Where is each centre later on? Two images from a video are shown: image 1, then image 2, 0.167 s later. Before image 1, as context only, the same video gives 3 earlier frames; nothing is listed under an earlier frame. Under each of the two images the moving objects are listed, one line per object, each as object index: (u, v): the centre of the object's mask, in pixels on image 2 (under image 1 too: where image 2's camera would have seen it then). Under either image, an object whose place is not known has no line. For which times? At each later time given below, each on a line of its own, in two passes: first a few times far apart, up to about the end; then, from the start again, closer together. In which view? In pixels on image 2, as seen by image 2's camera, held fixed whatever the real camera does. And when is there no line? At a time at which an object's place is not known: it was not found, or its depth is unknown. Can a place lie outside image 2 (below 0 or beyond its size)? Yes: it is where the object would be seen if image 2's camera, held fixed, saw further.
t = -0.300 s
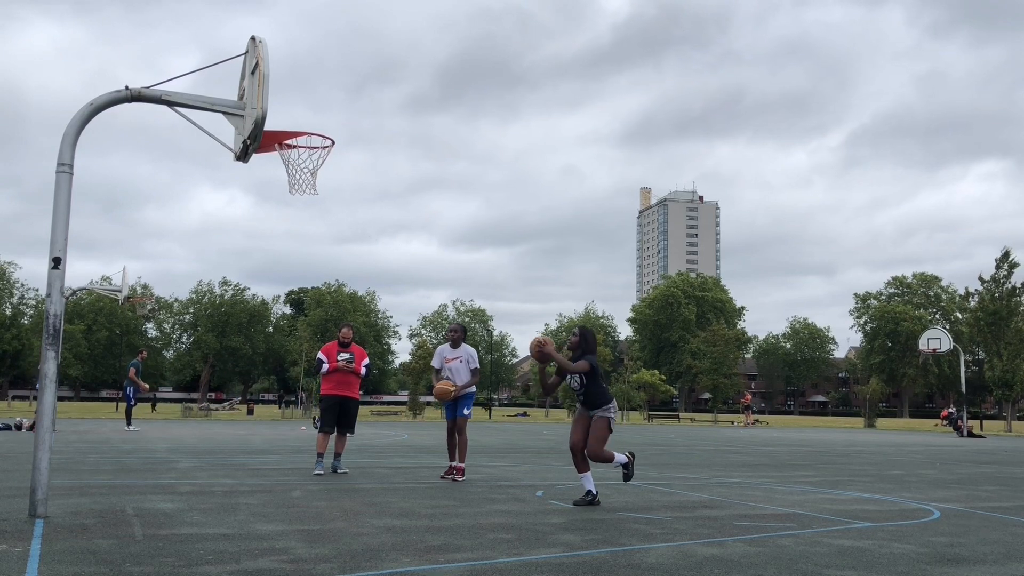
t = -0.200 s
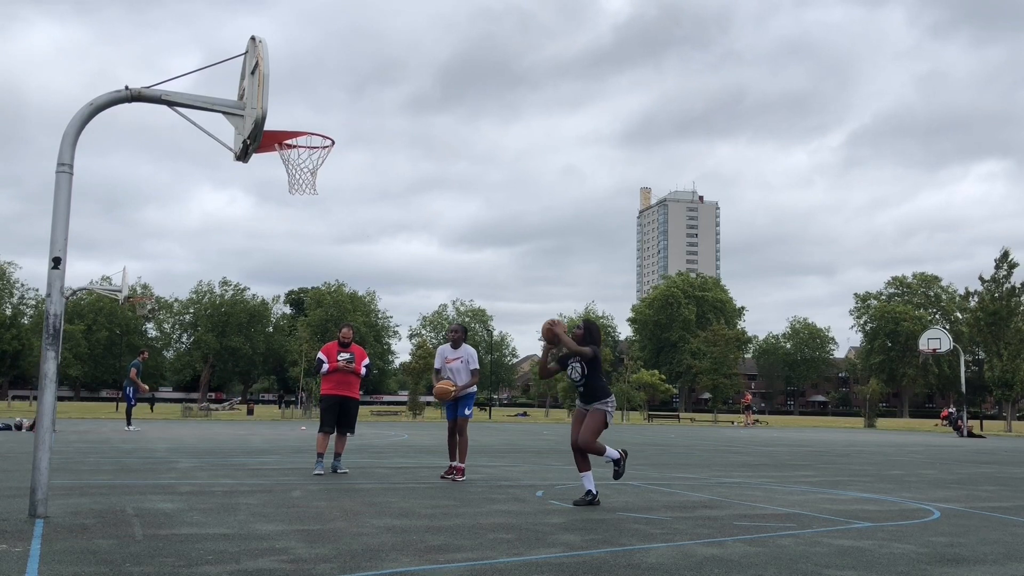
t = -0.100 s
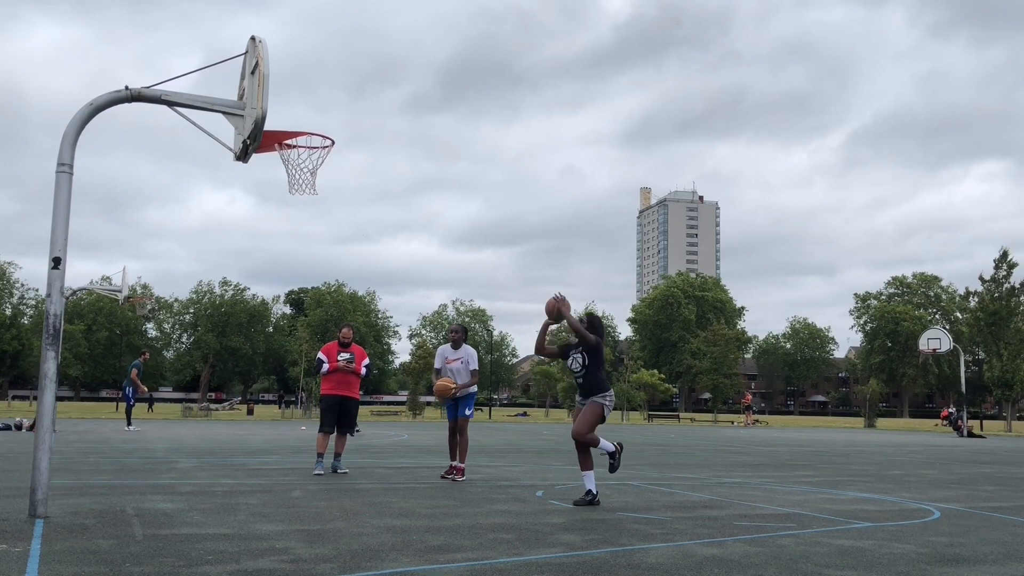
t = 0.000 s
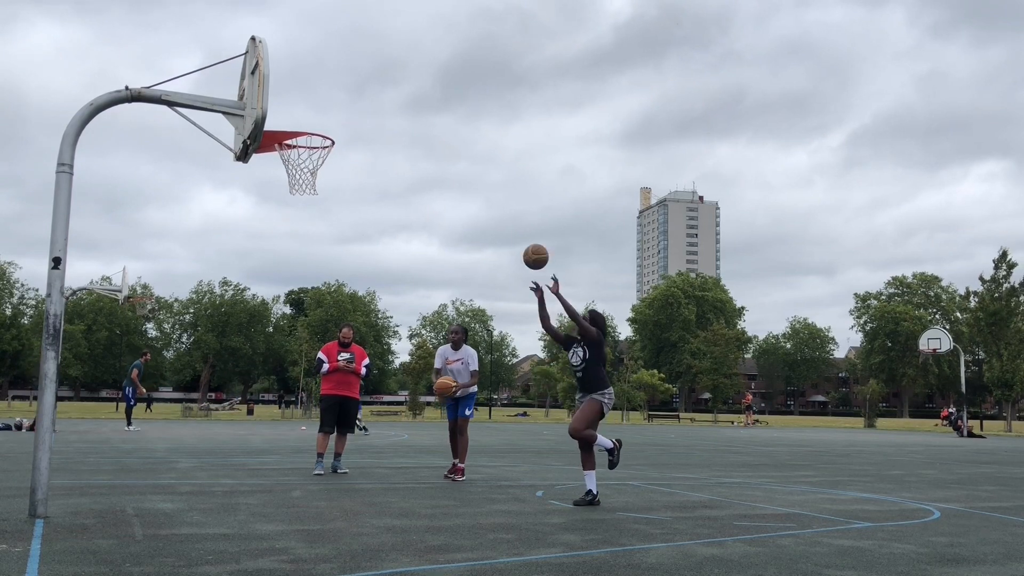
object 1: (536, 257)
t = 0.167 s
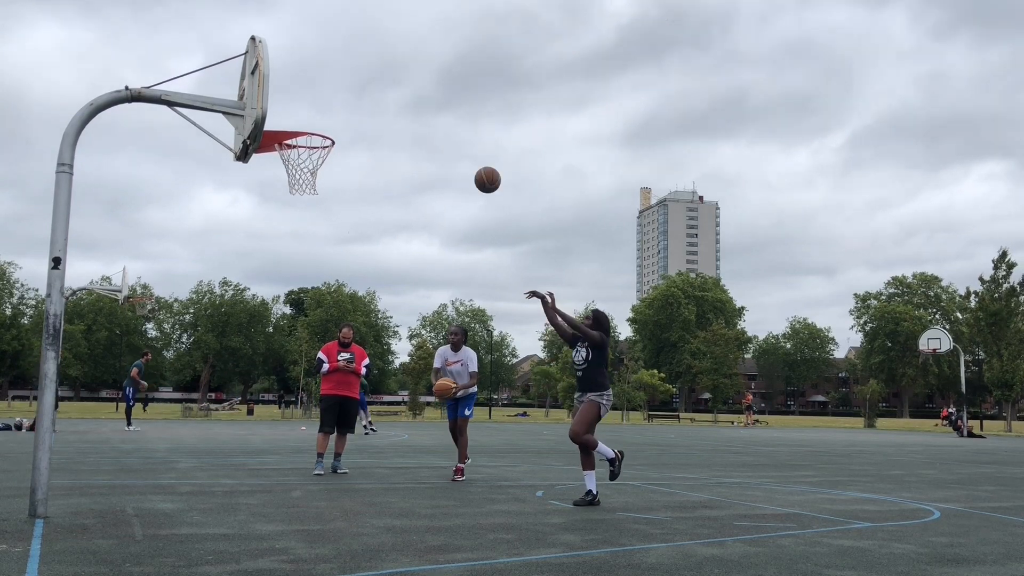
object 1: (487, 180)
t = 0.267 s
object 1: (457, 147)
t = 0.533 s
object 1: (371, 113)
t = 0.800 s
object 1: (276, 161)
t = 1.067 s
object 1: (233, 236)
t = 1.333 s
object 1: (185, 401)
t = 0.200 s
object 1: (478, 168)
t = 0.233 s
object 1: (468, 157)
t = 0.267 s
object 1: (457, 147)
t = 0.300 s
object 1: (447, 139)
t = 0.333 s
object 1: (437, 132)
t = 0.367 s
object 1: (426, 125)
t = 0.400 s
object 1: (415, 120)
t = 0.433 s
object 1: (405, 117)
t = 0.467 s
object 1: (394, 114)
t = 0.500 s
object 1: (383, 113)
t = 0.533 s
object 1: (371, 113)
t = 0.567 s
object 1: (360, 115)
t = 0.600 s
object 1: (349, 117)
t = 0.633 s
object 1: (337, 121)
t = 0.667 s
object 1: (325, 126)
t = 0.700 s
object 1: (313, 133)
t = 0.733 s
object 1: (302, 145)
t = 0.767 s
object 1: (288, 152)
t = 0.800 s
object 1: (276, 161)
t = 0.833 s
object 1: (268, 167)
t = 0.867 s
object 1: (264, 173)
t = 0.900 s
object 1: (259, 180)
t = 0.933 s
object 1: (254, 188)
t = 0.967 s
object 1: (249, 198)
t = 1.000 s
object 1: (243, 209)
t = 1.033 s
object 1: (238, 222)
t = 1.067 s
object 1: (233, 236)
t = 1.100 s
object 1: (227, 251)
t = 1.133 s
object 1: (221, 268)
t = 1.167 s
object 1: (216, 286)
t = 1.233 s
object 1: (204, 327)
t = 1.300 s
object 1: (191, 375)
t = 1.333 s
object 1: (185, 401)
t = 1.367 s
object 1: (178, 428)
